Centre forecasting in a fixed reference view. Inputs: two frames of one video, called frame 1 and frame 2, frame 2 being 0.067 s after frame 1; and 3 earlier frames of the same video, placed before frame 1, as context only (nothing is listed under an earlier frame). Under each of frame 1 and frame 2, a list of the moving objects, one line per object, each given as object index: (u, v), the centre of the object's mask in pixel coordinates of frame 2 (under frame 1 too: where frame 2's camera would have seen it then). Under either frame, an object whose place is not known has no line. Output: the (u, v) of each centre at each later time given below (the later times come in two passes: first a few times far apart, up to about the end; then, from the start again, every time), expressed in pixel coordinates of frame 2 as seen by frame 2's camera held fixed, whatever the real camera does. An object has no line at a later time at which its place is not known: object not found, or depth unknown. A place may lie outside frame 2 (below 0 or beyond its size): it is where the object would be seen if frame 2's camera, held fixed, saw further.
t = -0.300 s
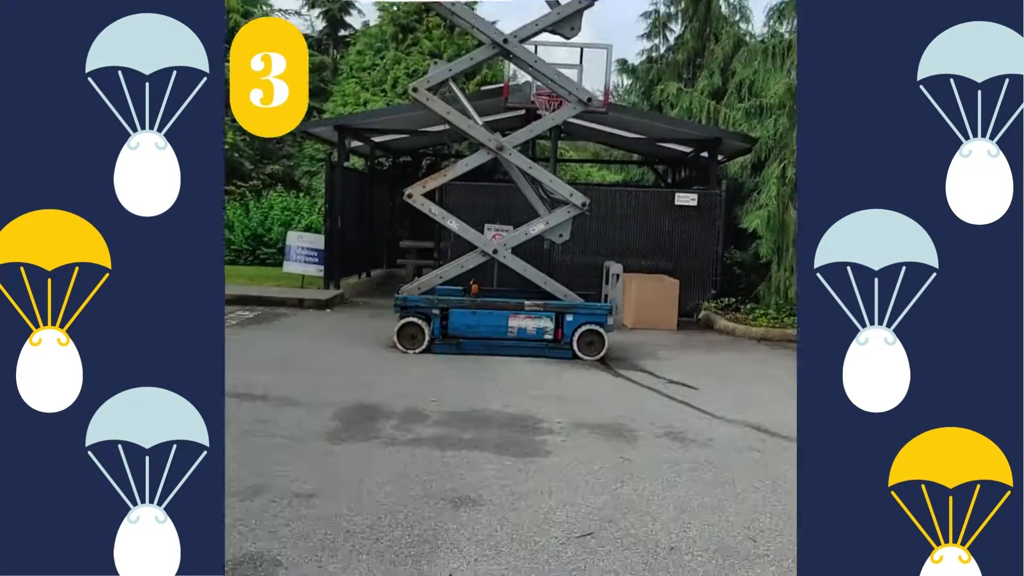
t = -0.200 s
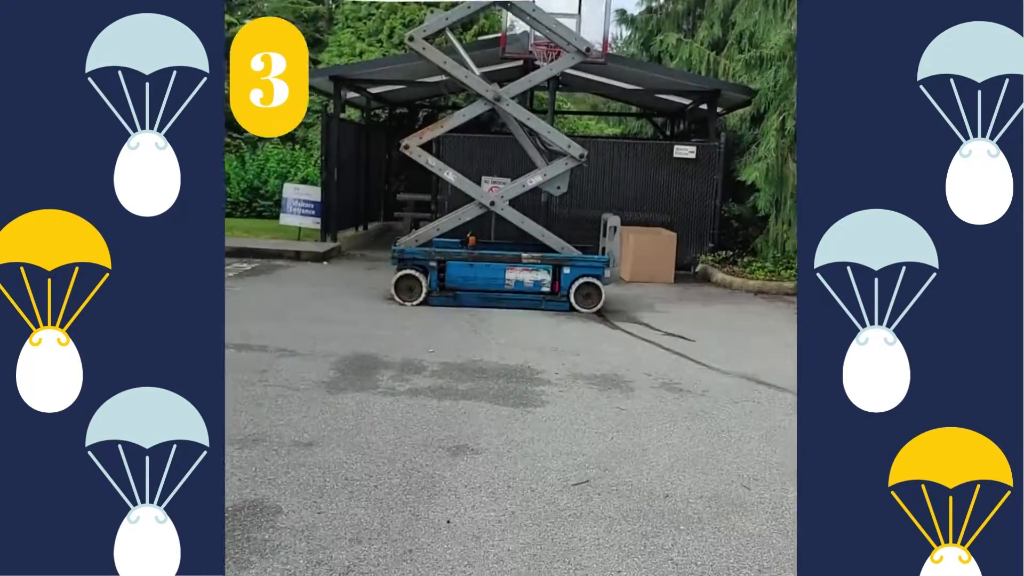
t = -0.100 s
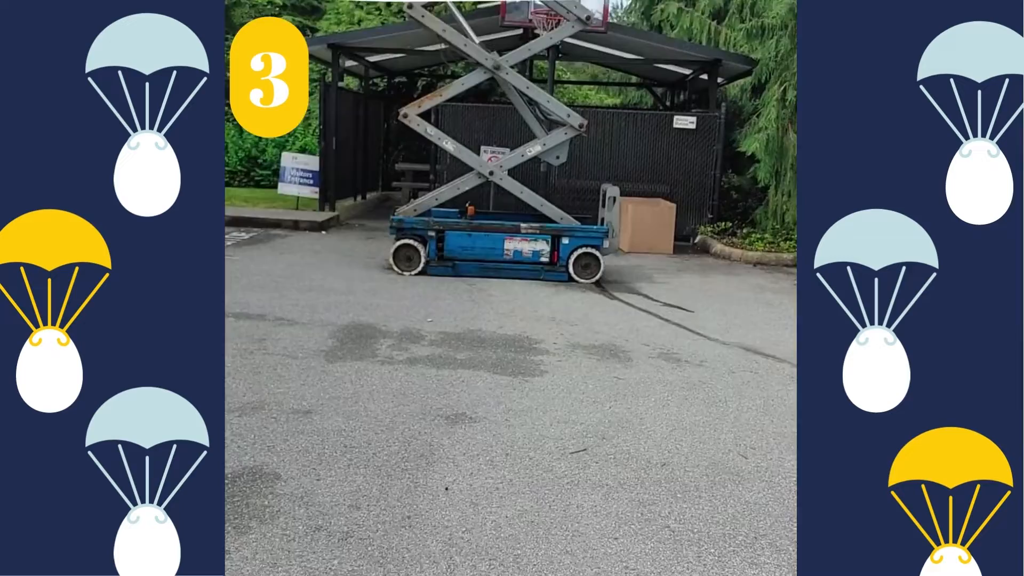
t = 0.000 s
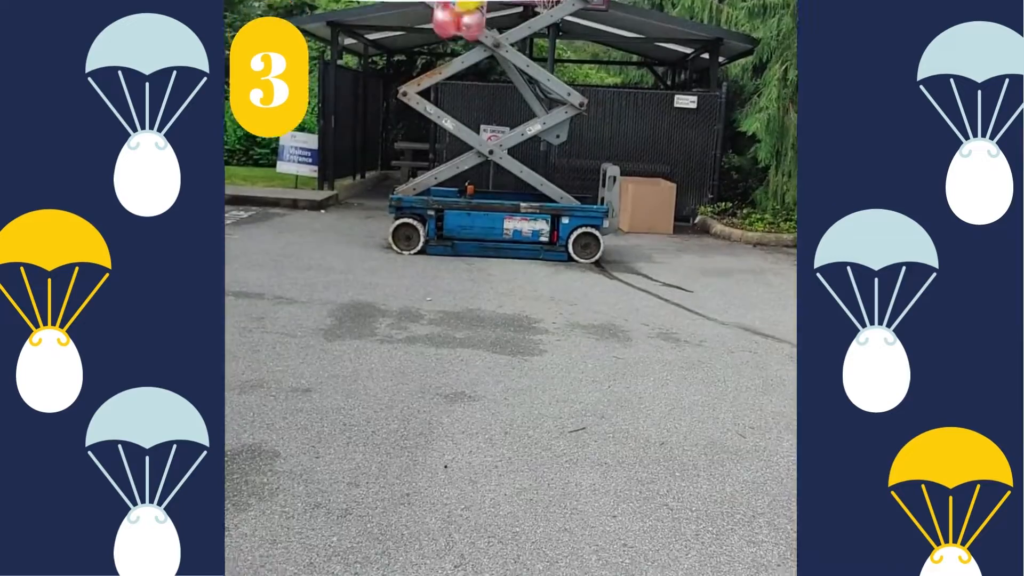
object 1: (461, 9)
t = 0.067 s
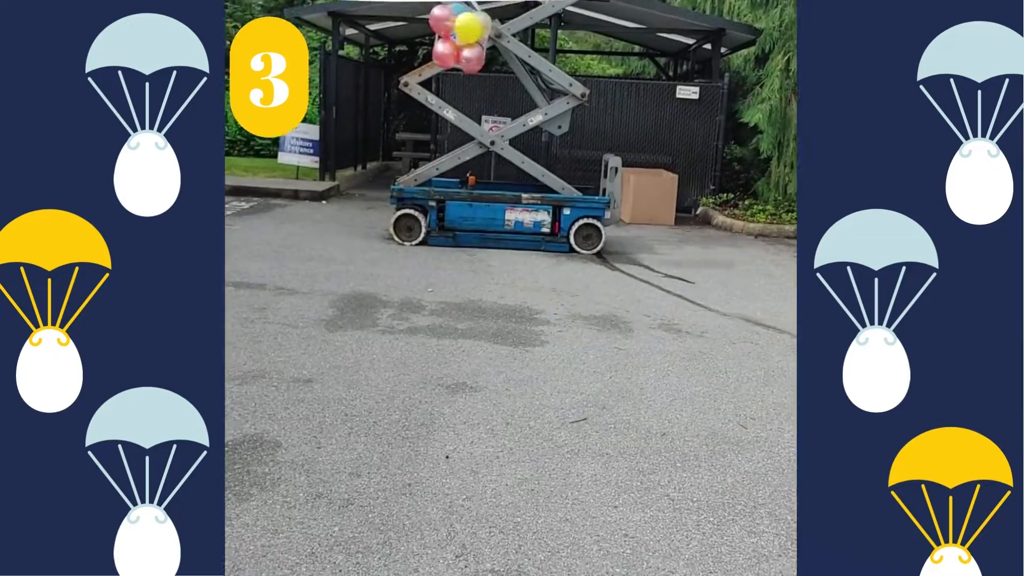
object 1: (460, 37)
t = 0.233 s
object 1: (456, 146)
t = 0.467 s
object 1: (446, 226)
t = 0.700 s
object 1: (424, 204)
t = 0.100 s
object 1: (459, 58)
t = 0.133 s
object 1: (459, 80)
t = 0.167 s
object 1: (457, 103)
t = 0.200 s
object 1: (456, 124)
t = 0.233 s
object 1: (456, 146)
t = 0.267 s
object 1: (455, 167)
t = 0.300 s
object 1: (456, 189)
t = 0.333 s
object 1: (455, 210)
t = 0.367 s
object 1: (455, 232)
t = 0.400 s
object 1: (453, 240)
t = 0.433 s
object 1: (449, 233)
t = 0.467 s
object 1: (446, 226)
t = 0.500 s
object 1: (444, 219)
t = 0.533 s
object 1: (441, 214)
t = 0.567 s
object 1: (433, 213)
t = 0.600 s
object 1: (431, 210)
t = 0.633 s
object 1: (428, 207)
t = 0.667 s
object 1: (426, 205)
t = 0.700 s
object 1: (424, 204)
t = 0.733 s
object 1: (422, 204)
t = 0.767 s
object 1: (420, 204)
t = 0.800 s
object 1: (418, 205)
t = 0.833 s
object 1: (415, 207)
